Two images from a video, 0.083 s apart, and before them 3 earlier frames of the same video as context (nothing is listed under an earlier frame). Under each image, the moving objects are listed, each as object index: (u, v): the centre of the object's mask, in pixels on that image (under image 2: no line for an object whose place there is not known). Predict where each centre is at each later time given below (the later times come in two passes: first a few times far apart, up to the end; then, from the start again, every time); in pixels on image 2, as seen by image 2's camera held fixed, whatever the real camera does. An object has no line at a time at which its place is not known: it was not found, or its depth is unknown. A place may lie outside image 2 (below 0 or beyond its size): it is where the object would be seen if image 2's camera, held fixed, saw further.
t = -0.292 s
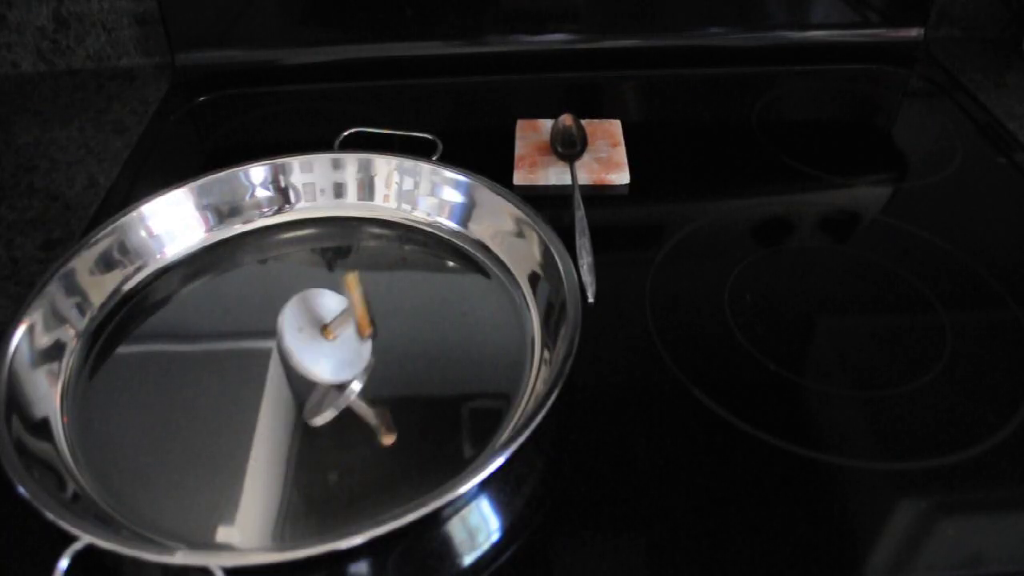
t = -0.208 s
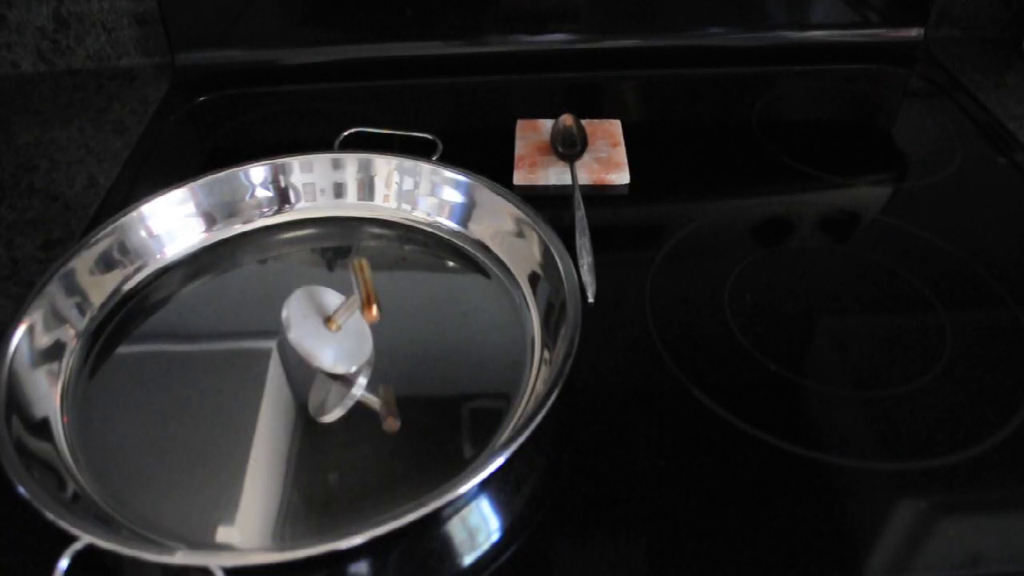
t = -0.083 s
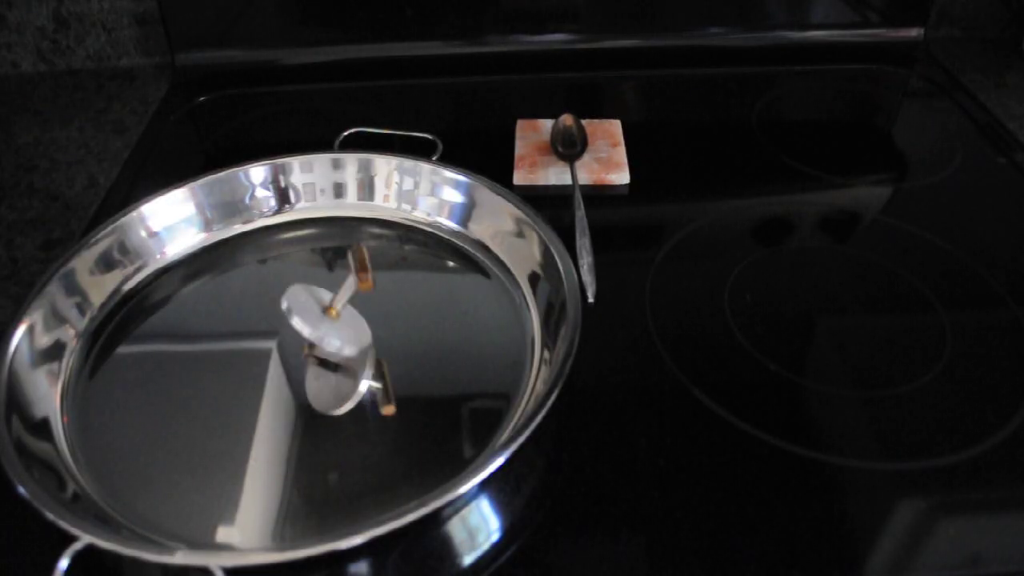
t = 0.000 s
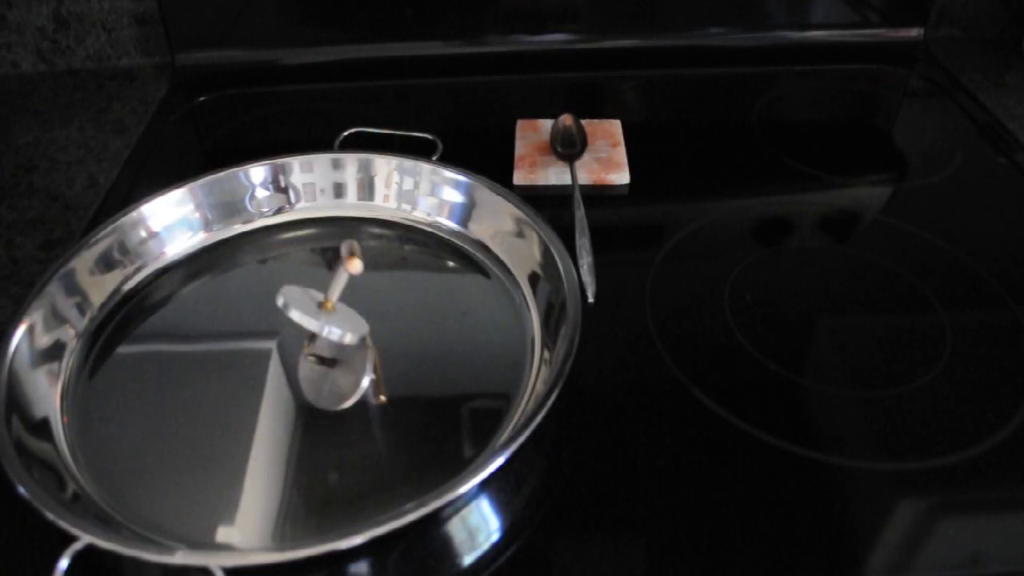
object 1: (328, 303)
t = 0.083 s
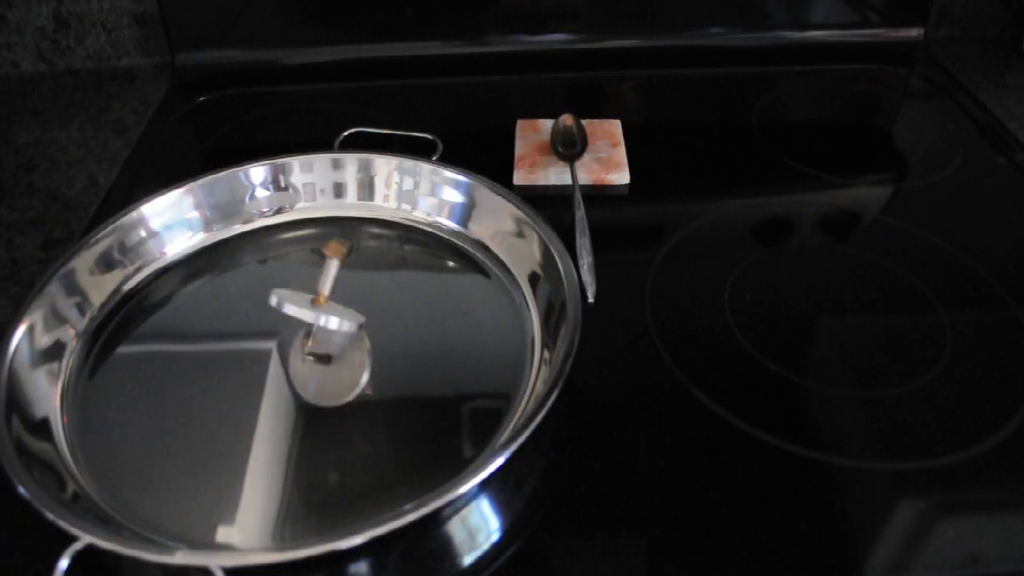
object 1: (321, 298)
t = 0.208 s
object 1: (304, 289)
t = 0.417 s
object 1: (266, 307)
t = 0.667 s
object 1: (251, 337)
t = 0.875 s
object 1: (279, 354)
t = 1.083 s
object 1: (307, 350)
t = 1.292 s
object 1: (329, 333)
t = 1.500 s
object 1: (332, 308)
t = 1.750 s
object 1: (299, 290)
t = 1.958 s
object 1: (266, 314)
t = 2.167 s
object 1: (251, 332)
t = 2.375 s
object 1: (268, 350)
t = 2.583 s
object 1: (300, 352)
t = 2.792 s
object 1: (327, 334)
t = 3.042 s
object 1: (330, 300)
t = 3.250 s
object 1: (304, 286)
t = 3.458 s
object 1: (271, 293)
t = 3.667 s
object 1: (253, 324)
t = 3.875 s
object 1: (266, 348)
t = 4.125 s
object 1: (305, 351)
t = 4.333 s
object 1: (327, 334)
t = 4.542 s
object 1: (332, 315)
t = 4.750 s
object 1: (319, 289)
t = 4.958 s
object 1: (280, 288)
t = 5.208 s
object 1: (249, 323)
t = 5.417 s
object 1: (264, 348)
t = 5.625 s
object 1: (293, 354)
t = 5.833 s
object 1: (317, 345)
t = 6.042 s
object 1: (334, 320)
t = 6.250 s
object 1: (323, 292)
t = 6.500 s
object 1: (279, 295)
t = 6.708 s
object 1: (253, 316)
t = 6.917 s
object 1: (253, 339)
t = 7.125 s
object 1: (282, 354)
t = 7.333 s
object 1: (315, 346)
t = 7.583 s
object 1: (335, 316)
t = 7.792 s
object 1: (323, 290)
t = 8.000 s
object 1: (293, 287)
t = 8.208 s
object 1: (264, 310)
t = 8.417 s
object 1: (255, 335)
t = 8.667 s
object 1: (284, 353)
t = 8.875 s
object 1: (313, 347)
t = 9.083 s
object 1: (330, 329)
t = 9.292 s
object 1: (331, 307)
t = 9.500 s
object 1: (311, 286)
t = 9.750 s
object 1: (263, 306)
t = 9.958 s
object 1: (251, 332)
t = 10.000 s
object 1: (254, 338)
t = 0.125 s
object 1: (315, 296)
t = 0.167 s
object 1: (310, 291)
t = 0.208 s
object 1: (304, 289)
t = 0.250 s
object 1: (297, 290)
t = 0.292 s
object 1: (287, 288)
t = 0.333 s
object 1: (279, 290)
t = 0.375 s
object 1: (273, 298)
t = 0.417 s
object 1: (266, 307)
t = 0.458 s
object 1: (260, 310)
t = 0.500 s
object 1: (255, 312)
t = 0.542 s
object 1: (251, 318)
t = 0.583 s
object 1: (249, 325)
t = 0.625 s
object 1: (250, 331)
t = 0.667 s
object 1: (251, 337)
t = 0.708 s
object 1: (254, 342)
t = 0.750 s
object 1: (259, 346)
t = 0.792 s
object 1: (266, 350)
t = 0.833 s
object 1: (273, 353)
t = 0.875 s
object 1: (279, 354)
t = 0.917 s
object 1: (285, 354)
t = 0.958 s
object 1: (291, 354)
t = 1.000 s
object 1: (296, 353)
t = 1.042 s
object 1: (302, 352)
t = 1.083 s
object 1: (307, 350)
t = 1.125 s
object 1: (311, 348)
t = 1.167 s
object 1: (316, 345)
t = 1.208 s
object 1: (320, 342)
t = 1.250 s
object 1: (325, 339)
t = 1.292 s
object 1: (329, 333)
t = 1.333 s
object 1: (332, 328)
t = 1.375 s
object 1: (334, 323)
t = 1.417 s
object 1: (335, 318)
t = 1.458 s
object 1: (334, 313)
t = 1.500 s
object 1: (332, 308)
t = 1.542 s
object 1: (330, 301)
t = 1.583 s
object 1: (326, 295)
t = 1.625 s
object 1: (321, 288)
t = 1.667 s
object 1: (314, 288)
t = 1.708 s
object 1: (306, 289)
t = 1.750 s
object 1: (299, 290)
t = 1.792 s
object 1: (289, 290)
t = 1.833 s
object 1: (282, 292)
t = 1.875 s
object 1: (275, 296)
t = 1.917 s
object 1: (271, 309)
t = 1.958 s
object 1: (266, 314)
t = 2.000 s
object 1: (261, 314)
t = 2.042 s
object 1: (256, 319)
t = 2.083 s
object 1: (253, 322)
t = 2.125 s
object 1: (251, 327)
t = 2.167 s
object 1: (251, 332)
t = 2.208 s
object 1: (252, 336)
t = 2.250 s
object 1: (253, 340)
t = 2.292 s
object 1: (256, 343)
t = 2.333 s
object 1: (261, 347)
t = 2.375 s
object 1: (268, 350)
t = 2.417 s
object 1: (276, 352)
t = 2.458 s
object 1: (282, 354)
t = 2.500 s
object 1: (288, 354)
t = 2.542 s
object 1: (294, 354)
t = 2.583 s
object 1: (300, 352)
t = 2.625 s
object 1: (307, 350)
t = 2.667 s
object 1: (313, 347)
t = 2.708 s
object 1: (319, 343)
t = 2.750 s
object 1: (324, 339)
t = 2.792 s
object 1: (327, 334)
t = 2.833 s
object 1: (331, 329)
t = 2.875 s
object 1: (333, 323)
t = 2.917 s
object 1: (334, 318)
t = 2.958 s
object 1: (333, 314)
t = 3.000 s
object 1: (332, 309)
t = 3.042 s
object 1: (330, 300)
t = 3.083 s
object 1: (327, 295)
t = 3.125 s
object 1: (322, 289)
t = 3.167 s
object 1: (317, 285)
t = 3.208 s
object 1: (310, 287)
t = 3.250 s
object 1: (304, 286)
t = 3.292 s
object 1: (297, 288)
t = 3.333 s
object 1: (290, 288)
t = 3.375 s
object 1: (284, 289)
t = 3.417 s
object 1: (277, 291)
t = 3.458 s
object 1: (271, 293)
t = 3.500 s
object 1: (267, 305)
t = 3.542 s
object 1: (261, 309)
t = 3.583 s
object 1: (258, 312)
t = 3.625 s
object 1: (255, 319)
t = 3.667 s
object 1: (253, 324)
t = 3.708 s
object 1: (254, 331)
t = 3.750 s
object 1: (254, 336)
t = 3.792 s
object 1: (256, 340)
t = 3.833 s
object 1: (260, 344)
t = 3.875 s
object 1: (266, 348)
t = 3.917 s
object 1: (271, 350)
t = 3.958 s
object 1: (278, 352)
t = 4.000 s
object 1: (285, 354)
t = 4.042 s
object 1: (292, 354)
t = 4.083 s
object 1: (299, 353)
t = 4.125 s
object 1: (305, 351)
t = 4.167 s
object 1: (310, 348)
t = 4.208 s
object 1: (315, 345)
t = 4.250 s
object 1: (320, 342)
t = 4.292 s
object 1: (324, 338)
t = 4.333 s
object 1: (327, 334)
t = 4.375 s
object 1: (330, 330)
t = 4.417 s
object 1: (332, 326)
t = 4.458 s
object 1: (333, 322)
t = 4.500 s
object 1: (333, 318)
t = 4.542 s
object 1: (332, 315)
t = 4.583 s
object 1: (331, 310)
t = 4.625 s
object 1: (329, 305)
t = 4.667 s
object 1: (326, 300)
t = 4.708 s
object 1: (323, 294)
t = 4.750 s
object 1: (319, 289)
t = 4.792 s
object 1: (313, 287)
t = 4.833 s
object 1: (306, 286)
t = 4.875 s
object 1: (299, 287)
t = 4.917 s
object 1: (290, 286)
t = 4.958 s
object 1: (280, 288)
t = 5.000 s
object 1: (273, 292)
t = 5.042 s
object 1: (268, 304)
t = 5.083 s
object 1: (261, 305)
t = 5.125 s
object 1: (256, 311)
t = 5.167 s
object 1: (251, 316)
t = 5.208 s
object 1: (249, 323)
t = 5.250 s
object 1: (250, 330)
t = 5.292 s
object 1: (251, 335)
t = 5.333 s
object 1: (254, 340)
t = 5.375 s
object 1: (259, 344)
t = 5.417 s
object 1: (264, 348)
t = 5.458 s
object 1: (269, 351)
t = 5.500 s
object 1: (275, 353)
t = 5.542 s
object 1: (281, 354)
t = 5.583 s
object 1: (287, 354)
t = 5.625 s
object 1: (293, 354)
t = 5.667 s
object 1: (298, 353)
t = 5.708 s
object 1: (303, 352)
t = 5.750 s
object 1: (308, 350)
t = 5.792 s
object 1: (312, 347)
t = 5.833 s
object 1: (317, 345)
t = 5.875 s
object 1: (321, 342)
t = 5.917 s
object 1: (327, 336)
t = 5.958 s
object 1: (331, 331)
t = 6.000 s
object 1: (333, 326)
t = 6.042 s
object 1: (334, 320)
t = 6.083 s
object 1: (334, 315)
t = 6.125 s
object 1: (333, 310)
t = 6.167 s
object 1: (332, 303)
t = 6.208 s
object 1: (328, 299)
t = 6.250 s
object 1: (323, 292)
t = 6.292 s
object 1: (317, 288)
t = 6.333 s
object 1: (310, 292)
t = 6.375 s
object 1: (302, 291)
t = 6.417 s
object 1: (295, 294)
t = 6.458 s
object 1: (286, 294)
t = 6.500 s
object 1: (279, 295)
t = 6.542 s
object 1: (273, 304)
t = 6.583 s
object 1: (268, 307)
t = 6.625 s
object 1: (262, 312)
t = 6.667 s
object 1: (259, 313)
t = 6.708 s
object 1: (253, 316)
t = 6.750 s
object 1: (250, 320)
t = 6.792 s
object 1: (249, 326)
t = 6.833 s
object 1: (251, 332)
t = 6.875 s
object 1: (252, 336)
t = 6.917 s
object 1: (253, 339)
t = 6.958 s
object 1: (256, 343)
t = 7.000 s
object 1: (261, 347)
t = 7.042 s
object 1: (268, 351)
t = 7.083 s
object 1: (276, 354)
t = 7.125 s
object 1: (282, 354)
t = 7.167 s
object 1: (289, 354)
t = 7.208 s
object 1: (295, 353)
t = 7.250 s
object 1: (302, 352)
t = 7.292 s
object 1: (308, 349)
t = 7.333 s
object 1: (315, 346)
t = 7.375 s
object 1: (320, 342)
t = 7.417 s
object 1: (325, 338)
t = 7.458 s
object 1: (328, 334)
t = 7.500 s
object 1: (332, 327)
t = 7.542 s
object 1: (334, 322)
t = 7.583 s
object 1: (335, 316)
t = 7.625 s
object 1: (334, 311)
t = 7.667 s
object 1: (333, 305)
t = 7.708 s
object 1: (330, 300)
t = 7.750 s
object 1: (327, 295)
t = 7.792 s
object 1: (323, 290)
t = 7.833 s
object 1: (318, 287)
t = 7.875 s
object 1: (312, 285)
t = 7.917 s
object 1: (306, 285)
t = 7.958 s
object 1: (299, 285)
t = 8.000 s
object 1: (293, 287)
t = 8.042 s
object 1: (287, 289)
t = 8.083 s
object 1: (281, 293)
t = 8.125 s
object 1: (275, 296)
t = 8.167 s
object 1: (269, 305)
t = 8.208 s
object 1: (264, 310)
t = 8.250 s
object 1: (261, 313)
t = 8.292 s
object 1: (259, 319)
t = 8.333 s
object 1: (258, 325)
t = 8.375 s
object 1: (255, 330)
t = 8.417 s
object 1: (255, 335)
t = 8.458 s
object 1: (255, 339)
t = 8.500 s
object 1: (257, 344)
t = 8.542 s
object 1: (263, 348)
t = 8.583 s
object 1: (270, 350)
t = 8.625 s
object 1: (277, 352)
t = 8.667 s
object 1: (284, 353)
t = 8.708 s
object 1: (291, 354)
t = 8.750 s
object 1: (296, 353)
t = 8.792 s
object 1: (302, 352)
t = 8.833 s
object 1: (308, 350)
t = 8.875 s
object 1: (313, 347)
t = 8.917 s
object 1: (318, 343)
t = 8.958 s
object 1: (322, 340)
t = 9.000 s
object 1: (325, 336)
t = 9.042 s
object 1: (328, 333)
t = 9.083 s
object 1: (330, 329)
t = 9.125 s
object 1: (331, 325)
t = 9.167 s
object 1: (332, 322)
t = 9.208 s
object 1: (332, 318)
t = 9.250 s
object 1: (332, 313)
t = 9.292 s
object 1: (331, 307)
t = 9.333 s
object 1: (329, 304)
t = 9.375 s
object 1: (327, 300)
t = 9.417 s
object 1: (323, 293)
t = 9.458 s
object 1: (318, 287)
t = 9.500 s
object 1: (311, 286)
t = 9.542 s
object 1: (304, 286)
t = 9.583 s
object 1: (295, 287)
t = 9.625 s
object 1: (286, 289)
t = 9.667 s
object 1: (278, 290)
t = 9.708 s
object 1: (270, 301)
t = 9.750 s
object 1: (263, 306)
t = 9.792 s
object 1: (259, 309)
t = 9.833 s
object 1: (254, 315)
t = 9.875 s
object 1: (251, 320)
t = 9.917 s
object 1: (250, 327)
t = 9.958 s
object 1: (251, 332)
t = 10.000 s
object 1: (254, 338)
